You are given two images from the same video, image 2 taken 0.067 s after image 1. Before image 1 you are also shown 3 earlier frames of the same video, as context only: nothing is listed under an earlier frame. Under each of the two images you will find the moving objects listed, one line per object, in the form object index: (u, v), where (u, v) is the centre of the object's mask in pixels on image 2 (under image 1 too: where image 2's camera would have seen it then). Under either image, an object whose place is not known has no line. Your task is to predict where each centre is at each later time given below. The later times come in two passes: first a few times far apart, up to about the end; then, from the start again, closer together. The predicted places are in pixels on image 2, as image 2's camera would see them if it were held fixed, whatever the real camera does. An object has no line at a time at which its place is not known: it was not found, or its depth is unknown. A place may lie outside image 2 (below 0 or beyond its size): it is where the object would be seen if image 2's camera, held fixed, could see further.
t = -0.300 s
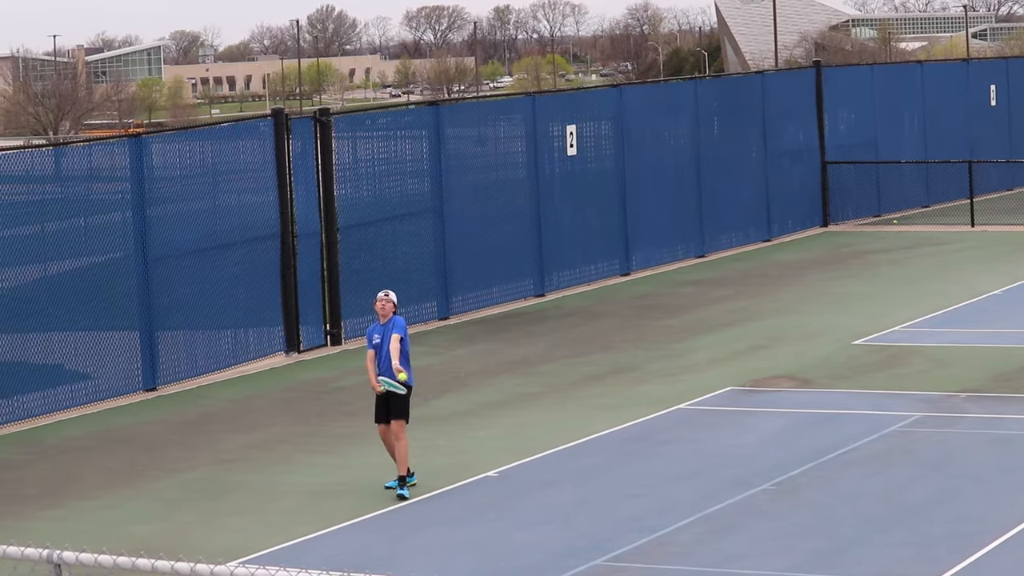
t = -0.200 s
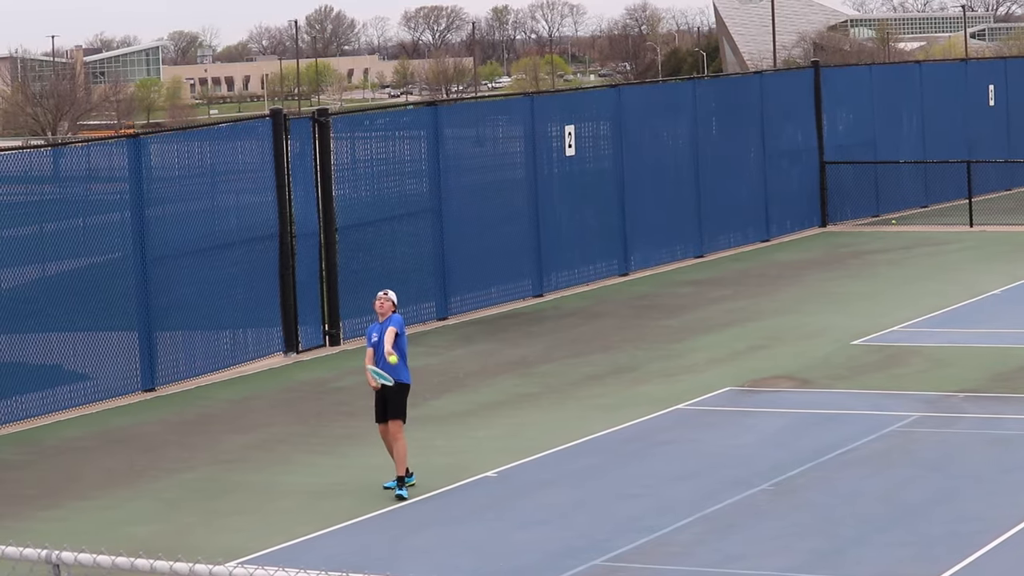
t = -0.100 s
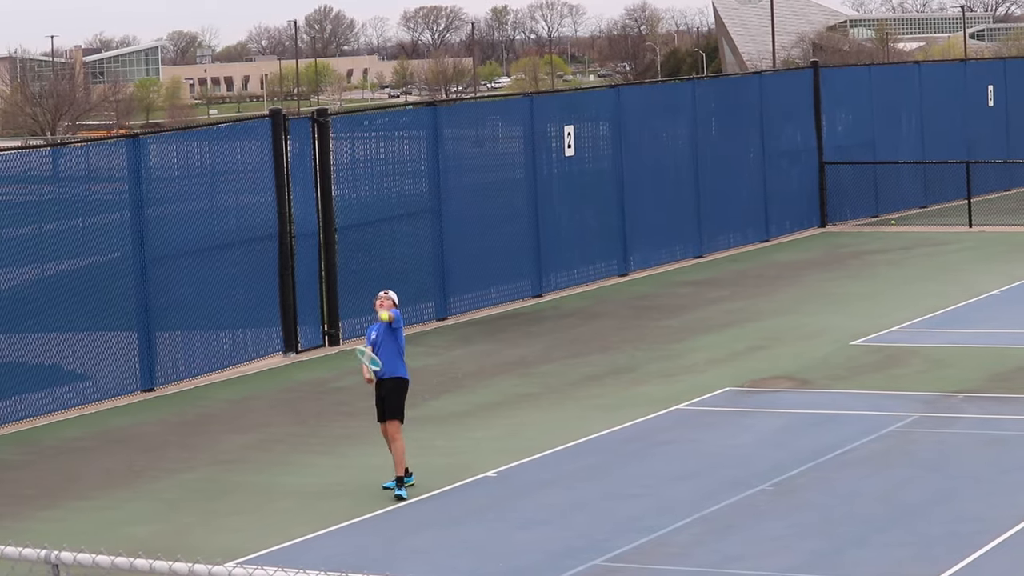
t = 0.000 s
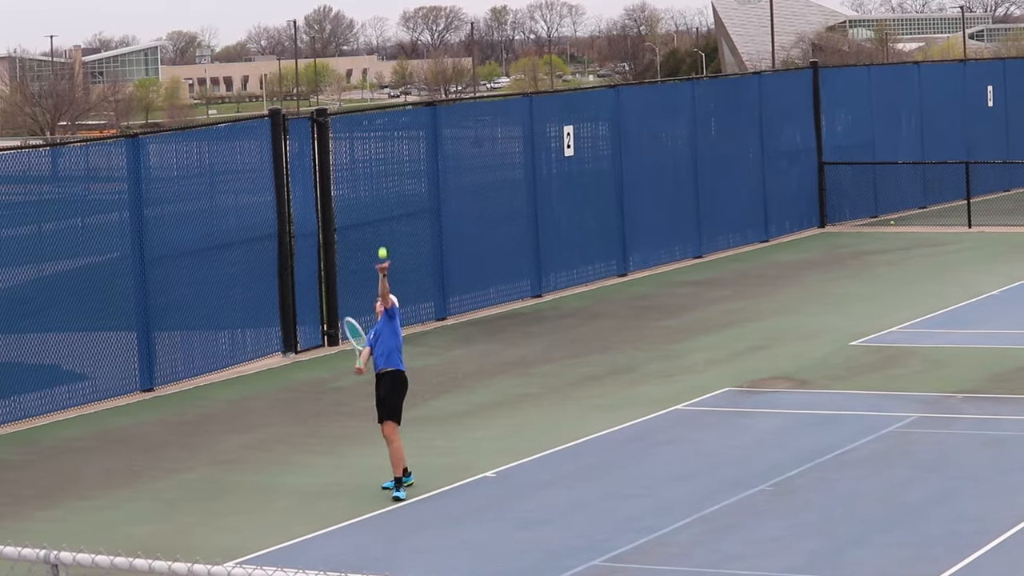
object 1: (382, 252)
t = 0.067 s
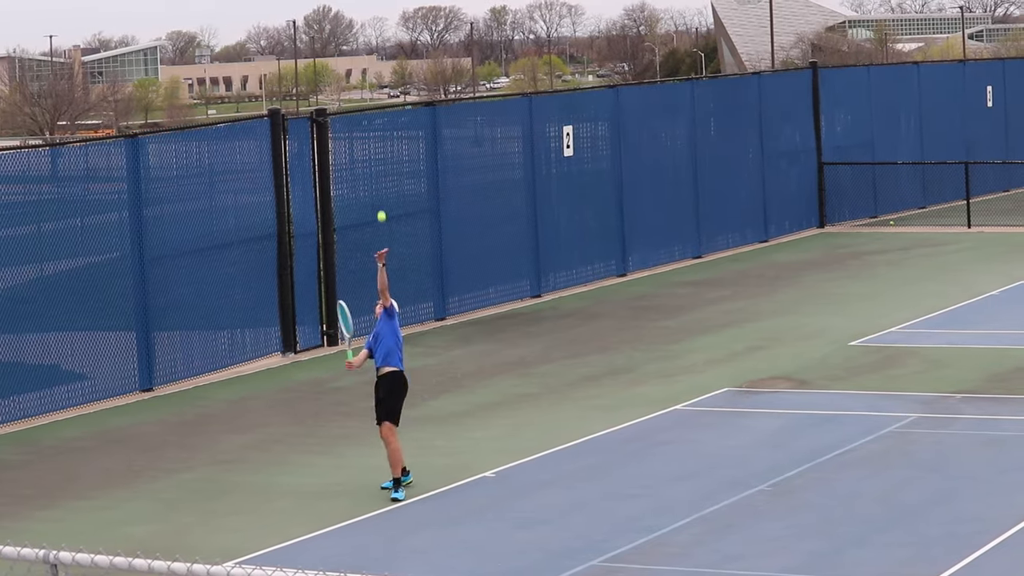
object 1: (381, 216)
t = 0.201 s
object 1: (380, 158)
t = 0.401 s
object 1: (381, 110)
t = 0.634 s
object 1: (384, 112)
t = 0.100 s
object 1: (381, 199)
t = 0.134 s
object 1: (381, 185)
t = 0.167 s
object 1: (381, 171)
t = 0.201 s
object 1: (380, 158)
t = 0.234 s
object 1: (381, 147)
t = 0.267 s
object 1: (381, 137)
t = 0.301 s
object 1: (381, 129)
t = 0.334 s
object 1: (381, 121)
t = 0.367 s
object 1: (381, 116)
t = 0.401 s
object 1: (381, 110)
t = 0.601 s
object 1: (384, 108)
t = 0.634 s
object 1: (384, 112)
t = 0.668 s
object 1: (384, 117)
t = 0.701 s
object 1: (385, 123)
